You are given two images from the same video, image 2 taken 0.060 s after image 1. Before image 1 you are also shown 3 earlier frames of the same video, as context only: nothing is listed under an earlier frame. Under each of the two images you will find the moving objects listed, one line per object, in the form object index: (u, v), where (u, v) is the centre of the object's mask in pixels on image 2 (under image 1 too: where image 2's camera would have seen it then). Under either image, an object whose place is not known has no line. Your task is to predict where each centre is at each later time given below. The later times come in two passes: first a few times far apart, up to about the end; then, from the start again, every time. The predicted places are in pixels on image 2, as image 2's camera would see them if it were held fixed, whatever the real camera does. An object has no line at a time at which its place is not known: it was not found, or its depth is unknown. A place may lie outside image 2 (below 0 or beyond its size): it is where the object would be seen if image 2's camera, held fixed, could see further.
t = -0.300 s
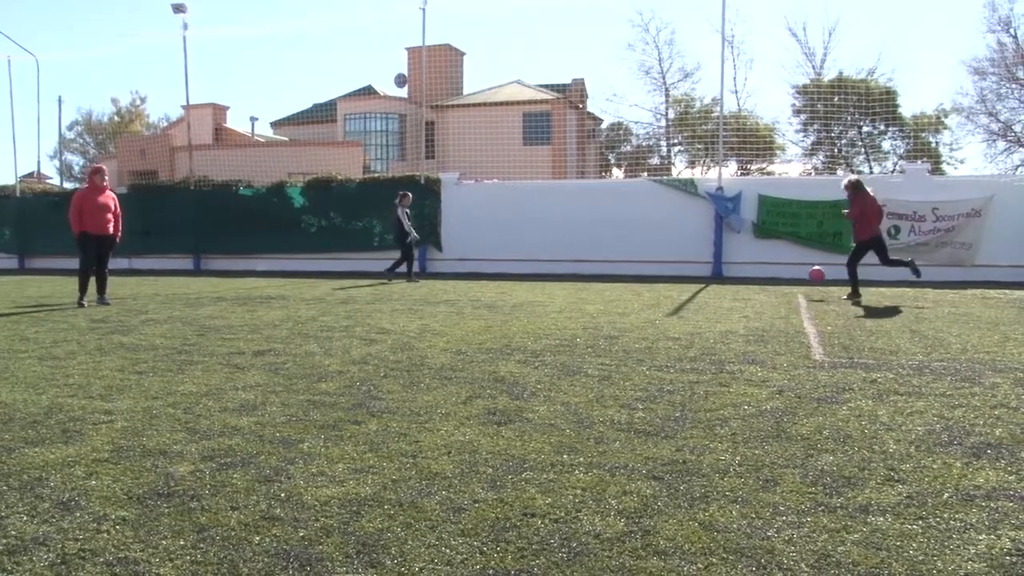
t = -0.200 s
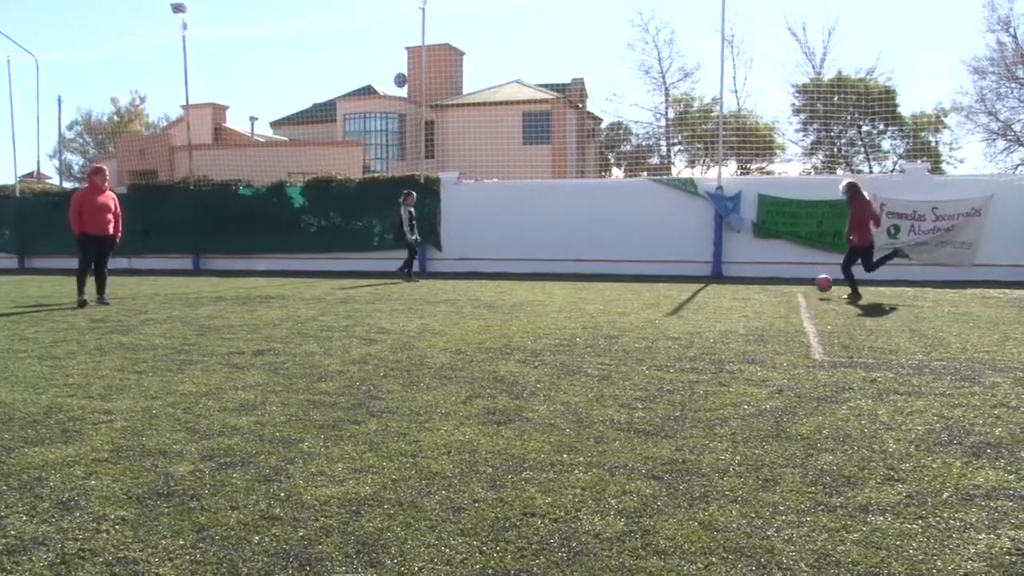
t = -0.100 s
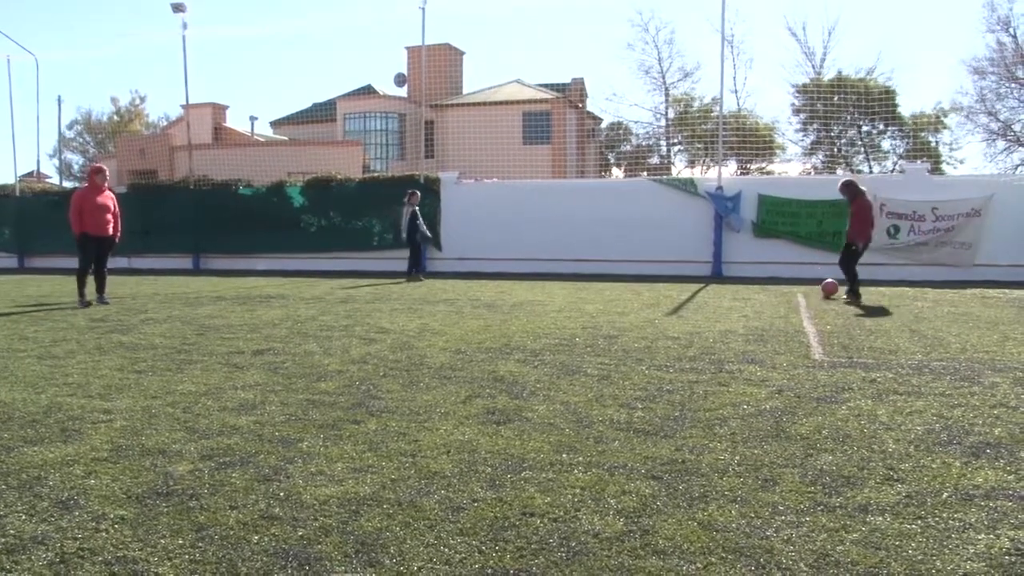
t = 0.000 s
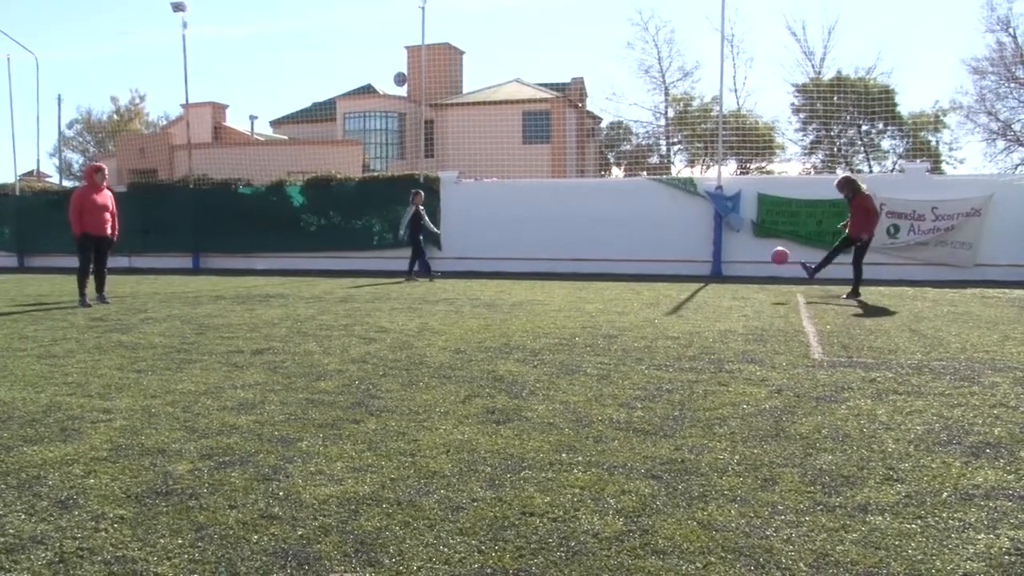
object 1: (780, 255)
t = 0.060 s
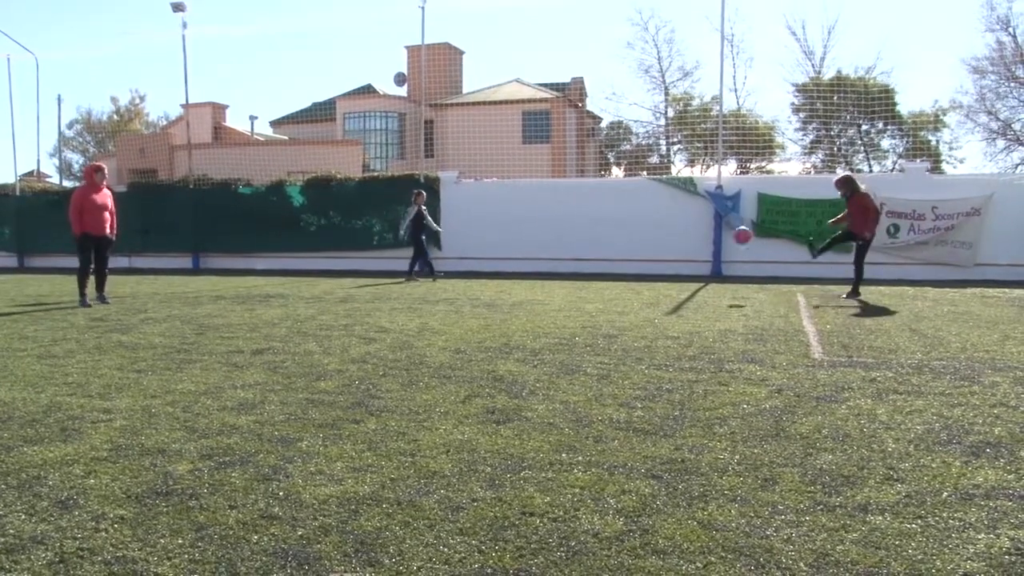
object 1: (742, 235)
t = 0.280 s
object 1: (601, 179)
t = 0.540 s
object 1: (428, 152)
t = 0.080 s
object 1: (731, 228)
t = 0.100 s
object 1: (719, 222)
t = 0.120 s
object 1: (705, 217)
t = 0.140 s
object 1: (692, 212)
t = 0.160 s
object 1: (680, 206)
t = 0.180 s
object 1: (666, 201)
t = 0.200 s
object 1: (653, 196)
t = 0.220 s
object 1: (640, 192)
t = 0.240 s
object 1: (627, 187)
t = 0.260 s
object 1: (614, 184)
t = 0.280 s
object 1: (601, 179)
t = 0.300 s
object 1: (588, 175)
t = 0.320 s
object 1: (575, 172)
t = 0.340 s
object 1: (562, 169)
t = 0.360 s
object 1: (548, 166)
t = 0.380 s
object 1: (535, 163)
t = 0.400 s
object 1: (521, 161)
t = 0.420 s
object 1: (508, 159)
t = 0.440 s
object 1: (495, 157)
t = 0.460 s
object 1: (482, 156)
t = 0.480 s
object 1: (468, 155)
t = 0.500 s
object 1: (455, 154)
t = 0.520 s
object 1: (442, 153)
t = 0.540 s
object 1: (428, 152)
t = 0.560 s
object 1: (416, 152)
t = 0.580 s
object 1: (402, 151)
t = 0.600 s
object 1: (389, 152)
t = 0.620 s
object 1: (375, 153)
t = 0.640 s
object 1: (362, 154)
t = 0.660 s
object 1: (349, 155)
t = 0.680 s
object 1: (336, 157)
